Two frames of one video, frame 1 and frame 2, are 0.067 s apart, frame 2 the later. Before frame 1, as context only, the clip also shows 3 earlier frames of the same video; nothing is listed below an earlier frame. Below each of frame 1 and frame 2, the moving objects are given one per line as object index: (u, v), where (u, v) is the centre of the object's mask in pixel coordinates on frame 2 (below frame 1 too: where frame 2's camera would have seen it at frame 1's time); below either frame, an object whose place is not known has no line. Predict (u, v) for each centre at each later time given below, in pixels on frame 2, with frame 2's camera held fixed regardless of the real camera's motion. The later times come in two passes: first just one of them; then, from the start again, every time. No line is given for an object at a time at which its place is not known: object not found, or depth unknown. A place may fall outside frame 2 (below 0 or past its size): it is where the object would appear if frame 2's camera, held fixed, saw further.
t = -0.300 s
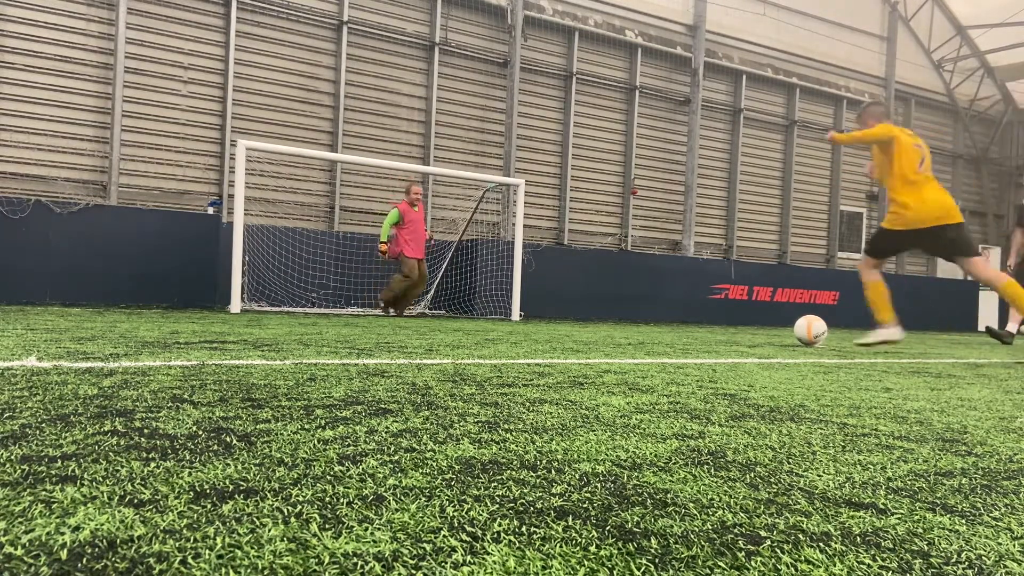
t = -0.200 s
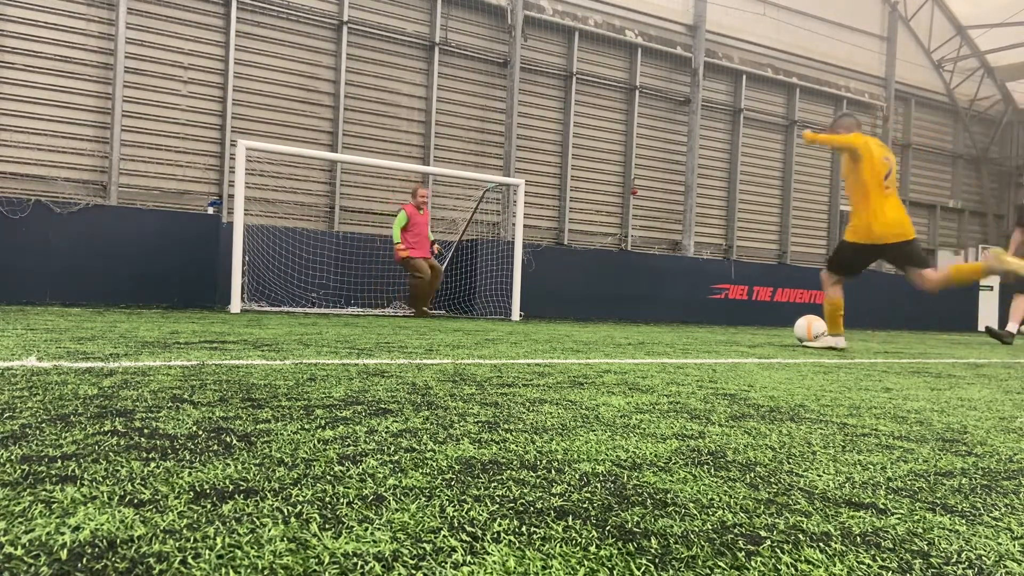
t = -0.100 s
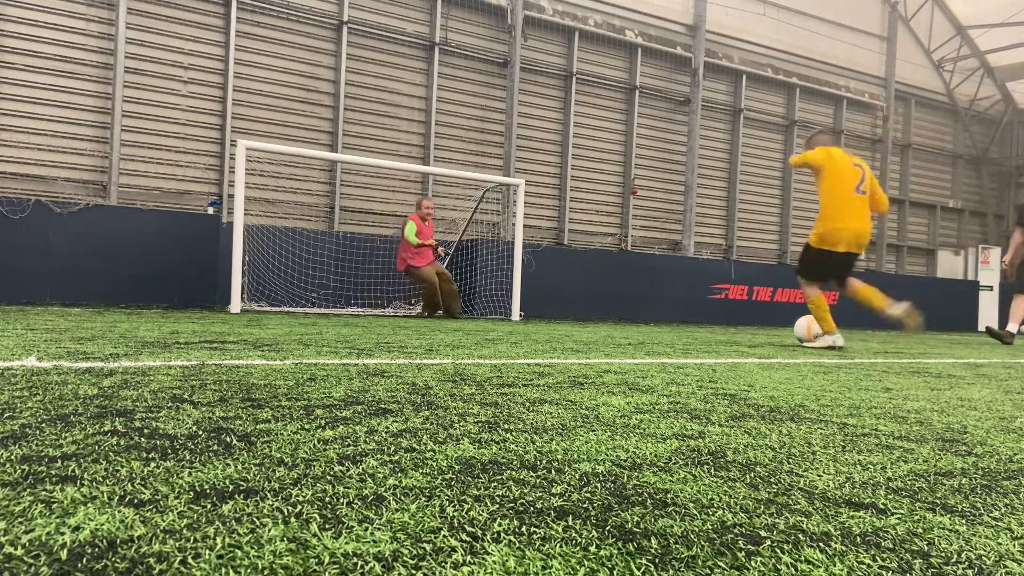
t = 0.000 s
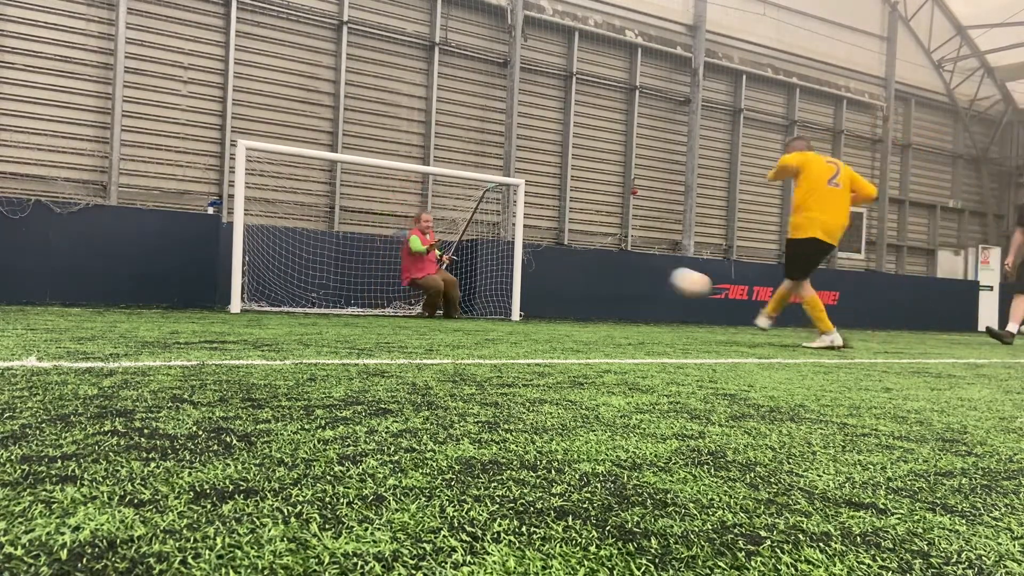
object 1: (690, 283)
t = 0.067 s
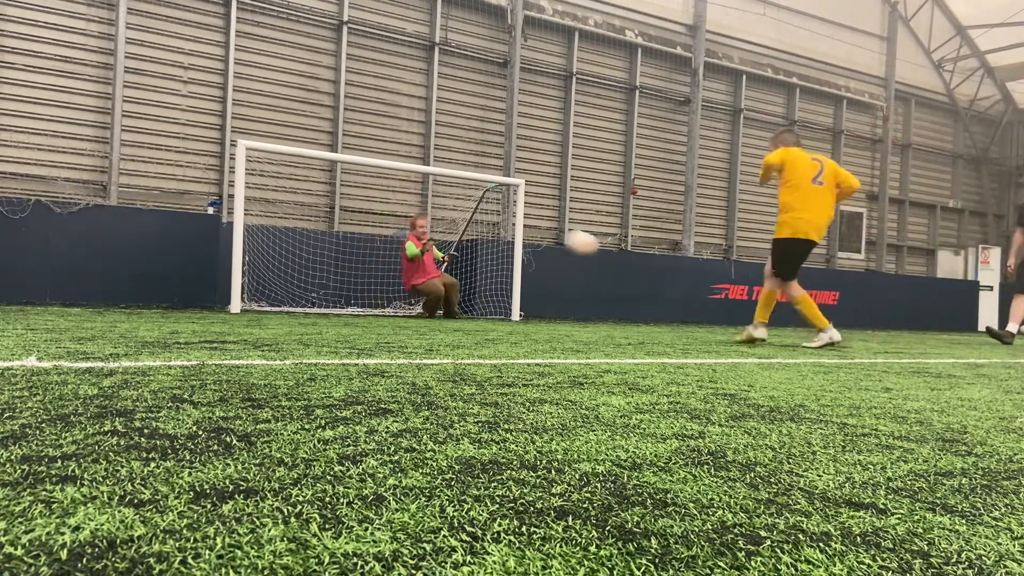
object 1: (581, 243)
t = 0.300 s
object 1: (337, 170)
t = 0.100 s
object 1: (537, 227)
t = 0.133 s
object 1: (494, 213)
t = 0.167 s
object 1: (457, 202)
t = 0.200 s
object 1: (422, 192)
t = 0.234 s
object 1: (391, 184)
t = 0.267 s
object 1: (363, 177)
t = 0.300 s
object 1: (337, 170)
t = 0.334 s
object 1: (316, 169)
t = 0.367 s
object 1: (306, 171)
